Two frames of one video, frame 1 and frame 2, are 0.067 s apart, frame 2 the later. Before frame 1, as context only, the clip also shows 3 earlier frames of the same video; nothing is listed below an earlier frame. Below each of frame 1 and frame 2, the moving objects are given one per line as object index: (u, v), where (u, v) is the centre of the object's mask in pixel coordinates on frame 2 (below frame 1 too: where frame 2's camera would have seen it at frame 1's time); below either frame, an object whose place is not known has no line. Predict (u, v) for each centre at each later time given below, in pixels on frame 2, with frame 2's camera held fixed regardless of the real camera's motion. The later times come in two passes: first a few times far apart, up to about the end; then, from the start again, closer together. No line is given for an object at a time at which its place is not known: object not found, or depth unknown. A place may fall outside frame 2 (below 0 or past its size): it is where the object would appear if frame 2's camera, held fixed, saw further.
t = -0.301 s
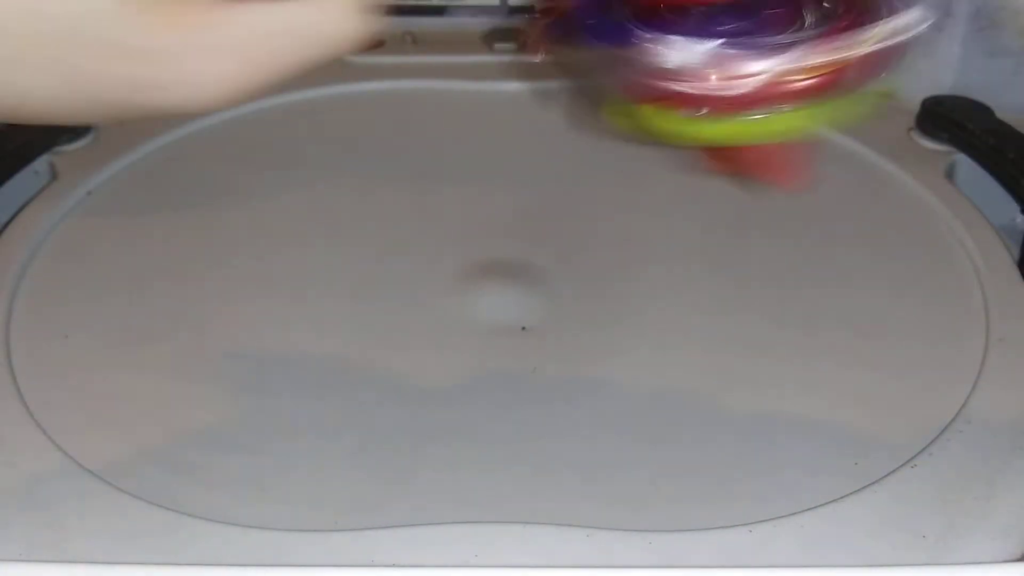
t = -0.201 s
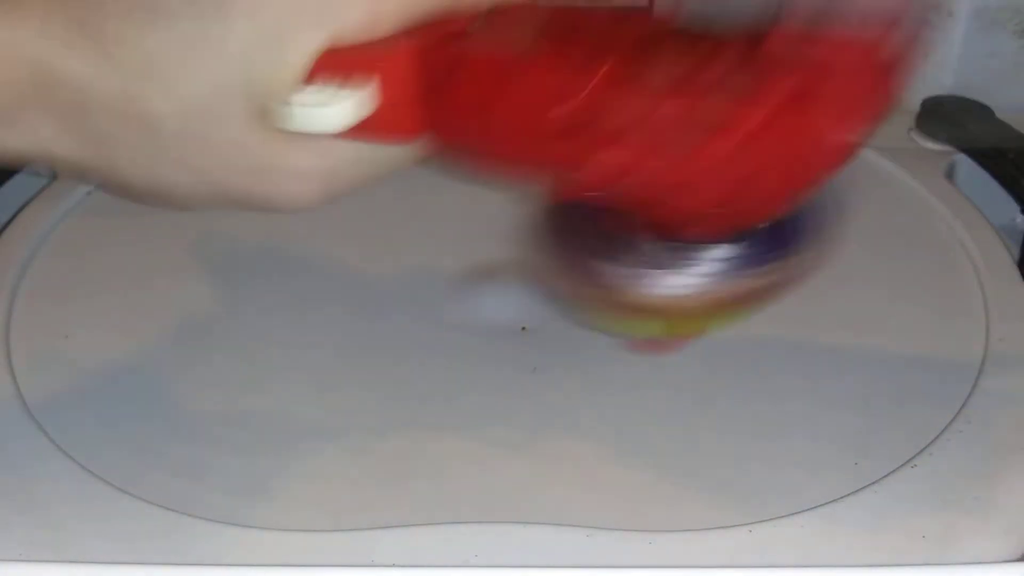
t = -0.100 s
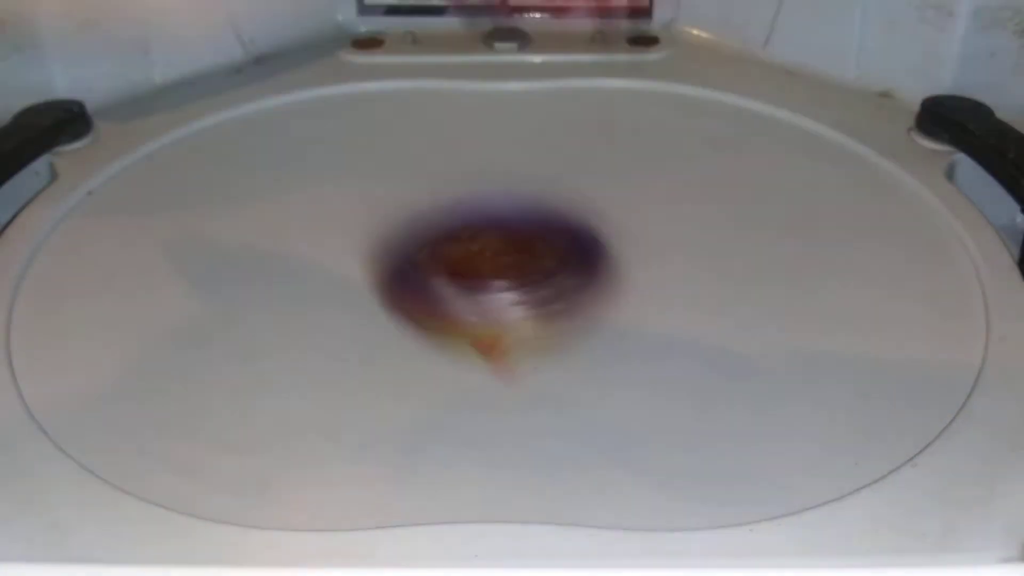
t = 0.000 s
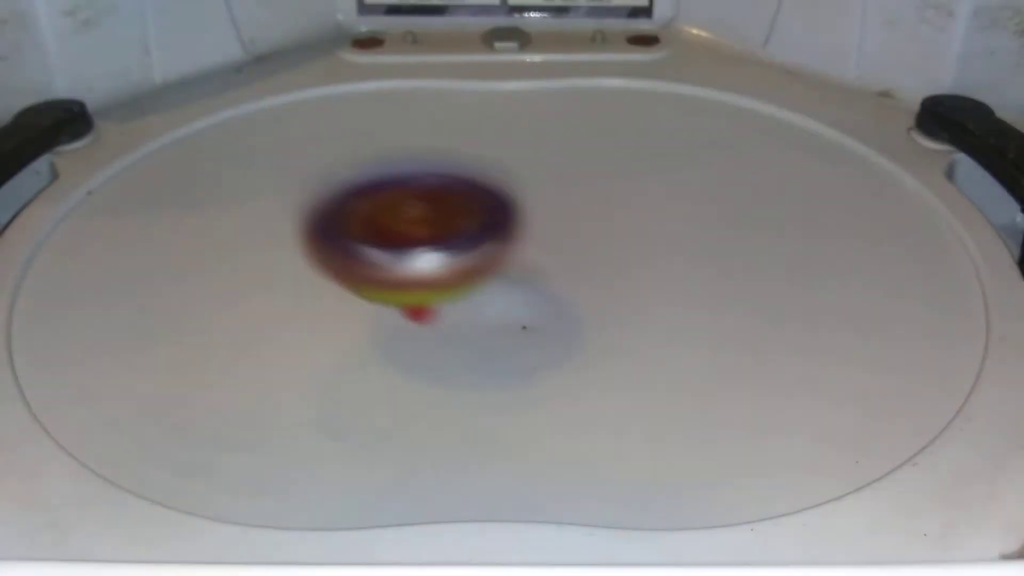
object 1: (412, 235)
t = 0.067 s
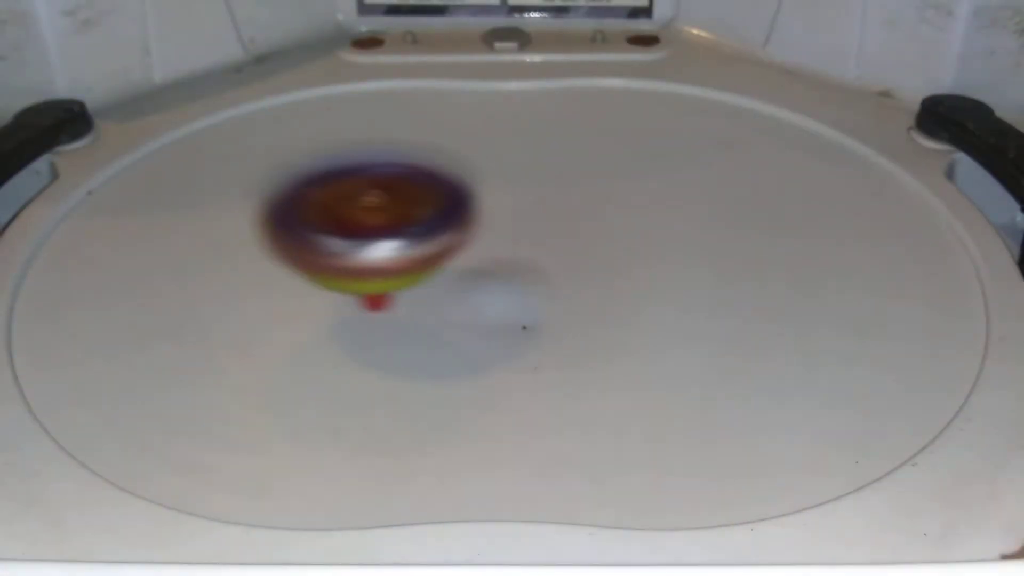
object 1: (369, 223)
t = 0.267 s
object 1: (349, 312)
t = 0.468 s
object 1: (759, 246)
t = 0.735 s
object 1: (598, 45)
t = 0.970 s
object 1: (57, 214)
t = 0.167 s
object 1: (313, 248)
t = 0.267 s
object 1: (349, 312)
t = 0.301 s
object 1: (403, 323)
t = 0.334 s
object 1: (468, 326)
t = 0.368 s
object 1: (549, 322)
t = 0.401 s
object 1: (635, 308)
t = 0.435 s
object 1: (707, 280)
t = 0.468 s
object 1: (759, 246)
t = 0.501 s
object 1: (793, 207)
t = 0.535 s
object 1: (810, 169)
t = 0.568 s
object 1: (806, 131)
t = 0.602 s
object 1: (791, 96)
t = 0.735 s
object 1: (598, 45)
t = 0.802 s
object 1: (426, 59)
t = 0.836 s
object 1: (333, 67)
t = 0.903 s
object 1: (143, 82)
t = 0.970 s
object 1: (57, 214)
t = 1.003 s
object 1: (83, 311)
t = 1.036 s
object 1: (168, 381)
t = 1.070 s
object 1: (374, 396)
